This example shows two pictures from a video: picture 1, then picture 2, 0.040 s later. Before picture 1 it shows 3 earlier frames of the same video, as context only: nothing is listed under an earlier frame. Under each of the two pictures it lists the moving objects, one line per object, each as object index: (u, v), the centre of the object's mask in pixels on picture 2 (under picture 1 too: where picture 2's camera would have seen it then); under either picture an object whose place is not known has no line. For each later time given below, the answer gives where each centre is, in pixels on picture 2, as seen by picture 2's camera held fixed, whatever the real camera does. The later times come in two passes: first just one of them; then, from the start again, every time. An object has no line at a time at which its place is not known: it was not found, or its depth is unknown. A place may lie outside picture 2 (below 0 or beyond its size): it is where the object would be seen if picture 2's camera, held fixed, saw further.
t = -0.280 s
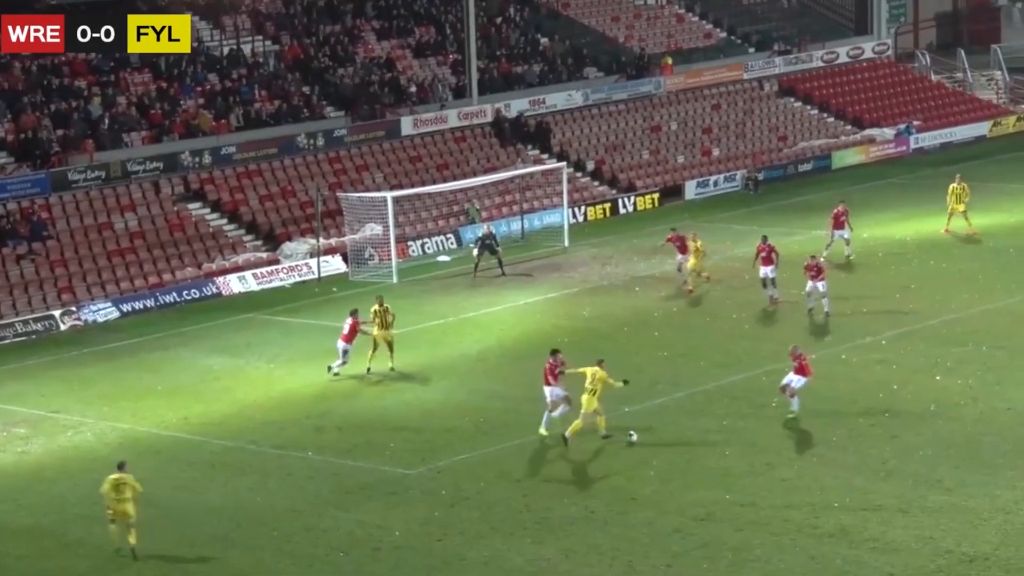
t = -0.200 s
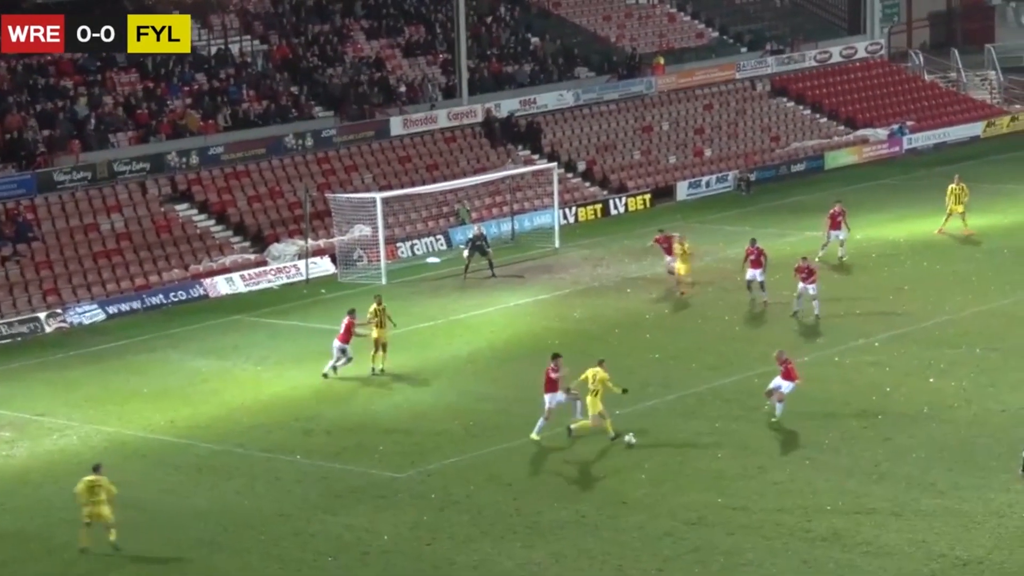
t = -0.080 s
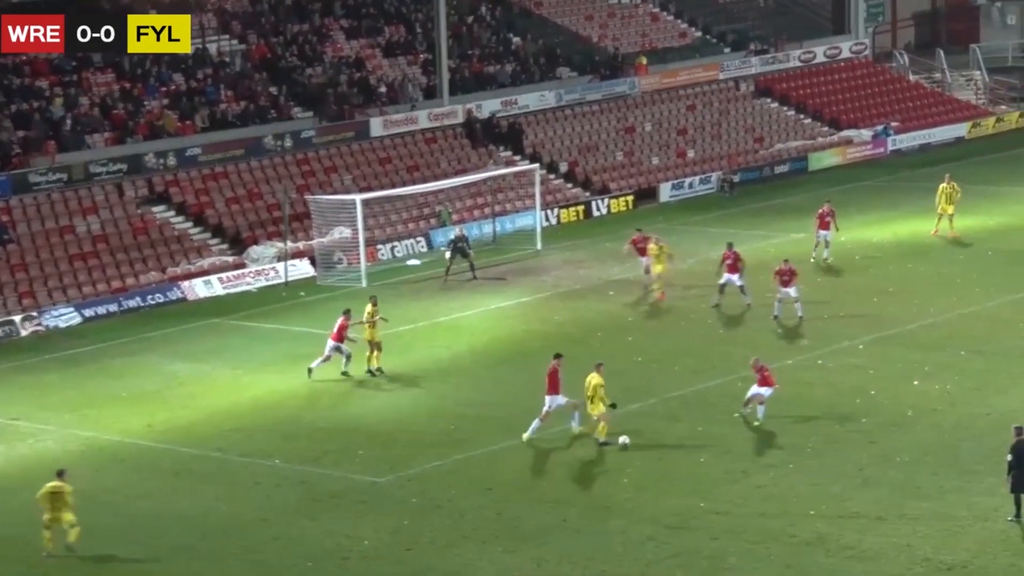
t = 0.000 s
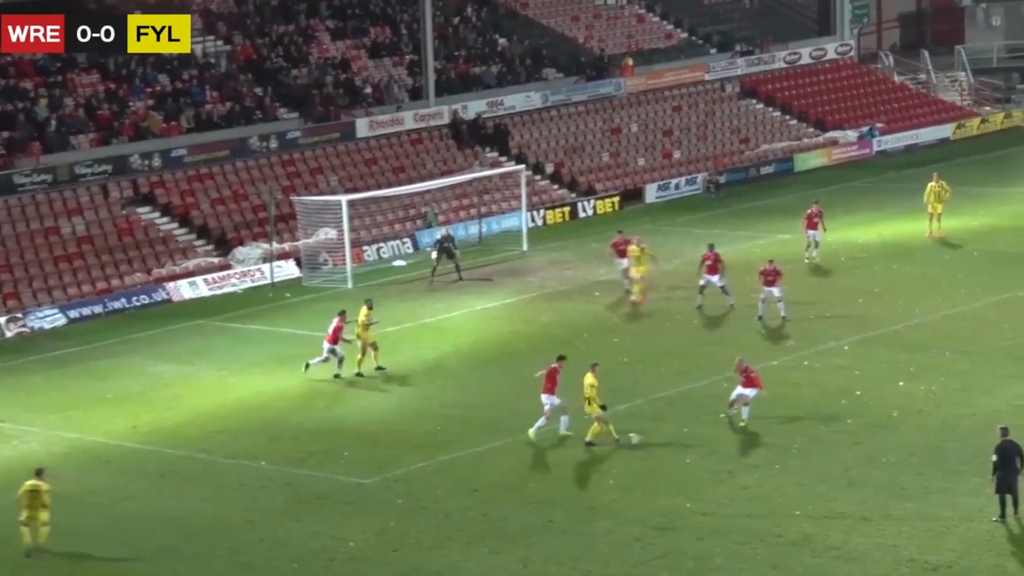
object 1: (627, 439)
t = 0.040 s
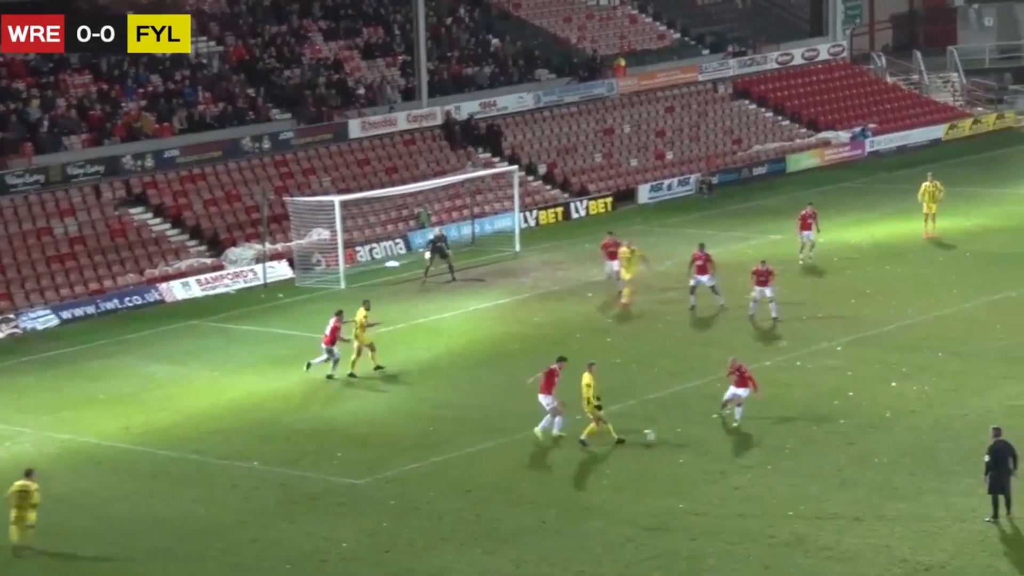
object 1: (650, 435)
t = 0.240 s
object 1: (758, 428)
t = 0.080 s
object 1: (672, 432)
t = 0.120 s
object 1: (691, 430)
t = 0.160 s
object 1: (714, 428)
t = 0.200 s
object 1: (736, 428)
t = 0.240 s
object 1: (758, 428)
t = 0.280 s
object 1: (779, 426)
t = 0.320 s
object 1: (799, 423)
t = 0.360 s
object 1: (819, 422)
